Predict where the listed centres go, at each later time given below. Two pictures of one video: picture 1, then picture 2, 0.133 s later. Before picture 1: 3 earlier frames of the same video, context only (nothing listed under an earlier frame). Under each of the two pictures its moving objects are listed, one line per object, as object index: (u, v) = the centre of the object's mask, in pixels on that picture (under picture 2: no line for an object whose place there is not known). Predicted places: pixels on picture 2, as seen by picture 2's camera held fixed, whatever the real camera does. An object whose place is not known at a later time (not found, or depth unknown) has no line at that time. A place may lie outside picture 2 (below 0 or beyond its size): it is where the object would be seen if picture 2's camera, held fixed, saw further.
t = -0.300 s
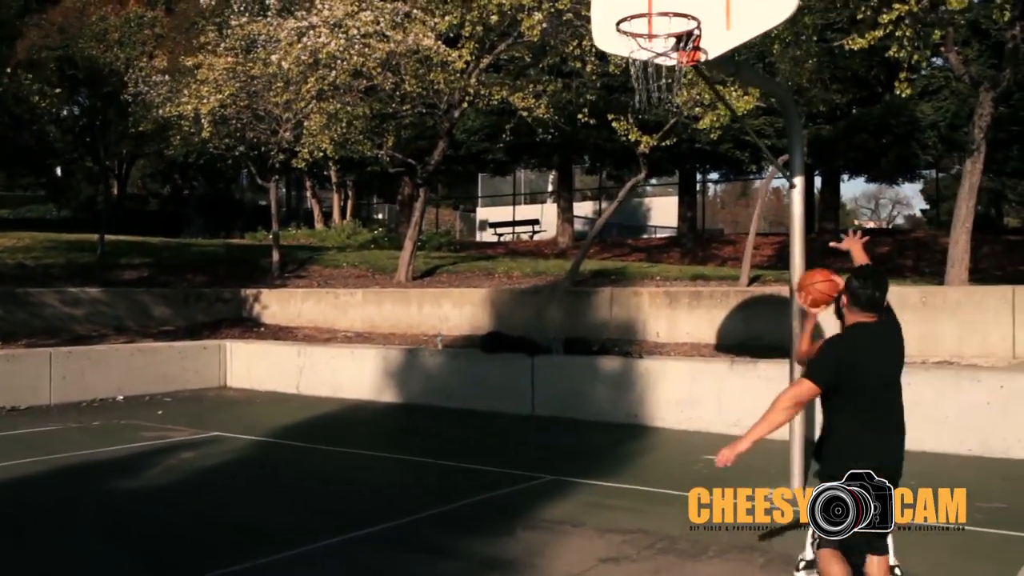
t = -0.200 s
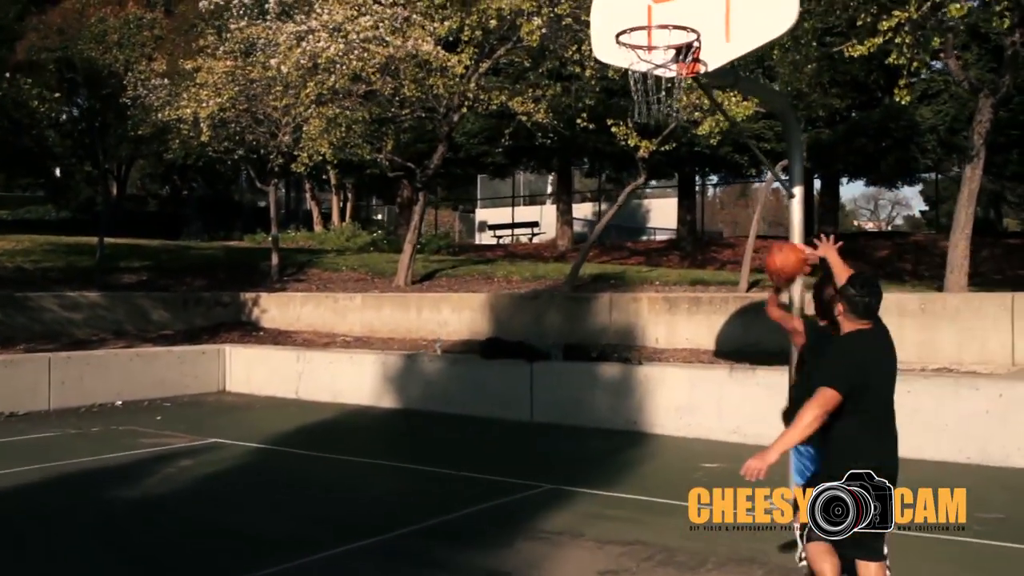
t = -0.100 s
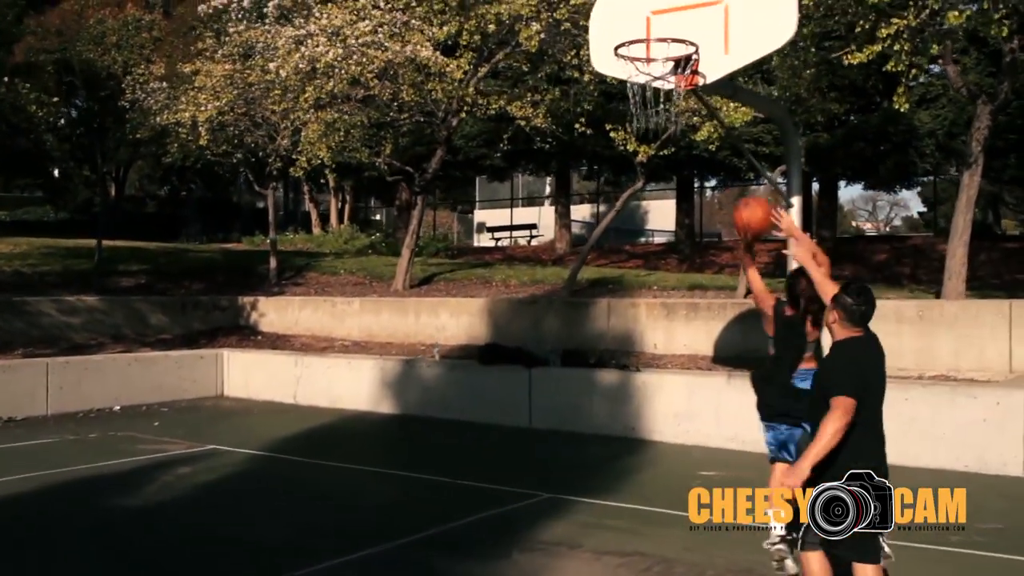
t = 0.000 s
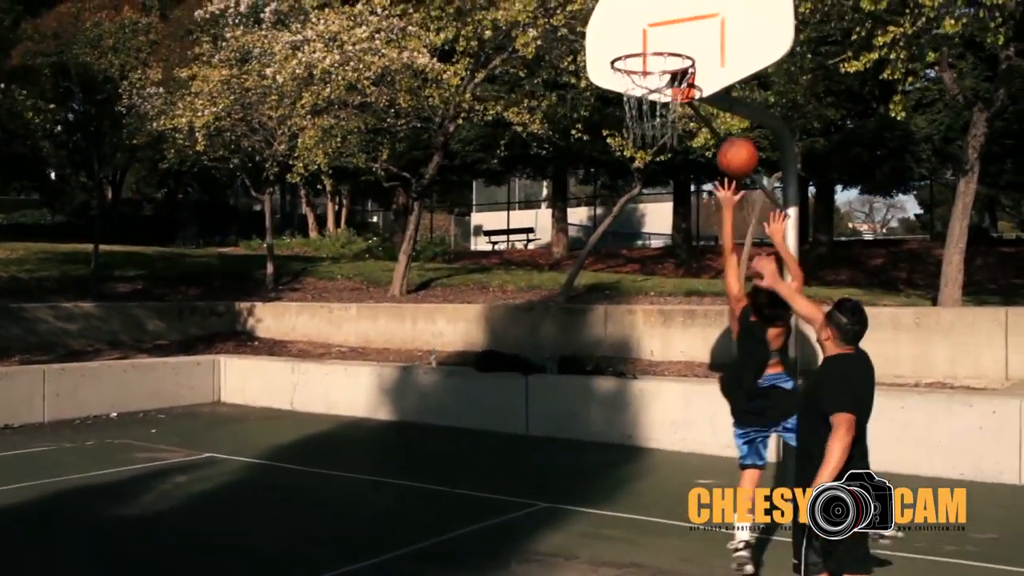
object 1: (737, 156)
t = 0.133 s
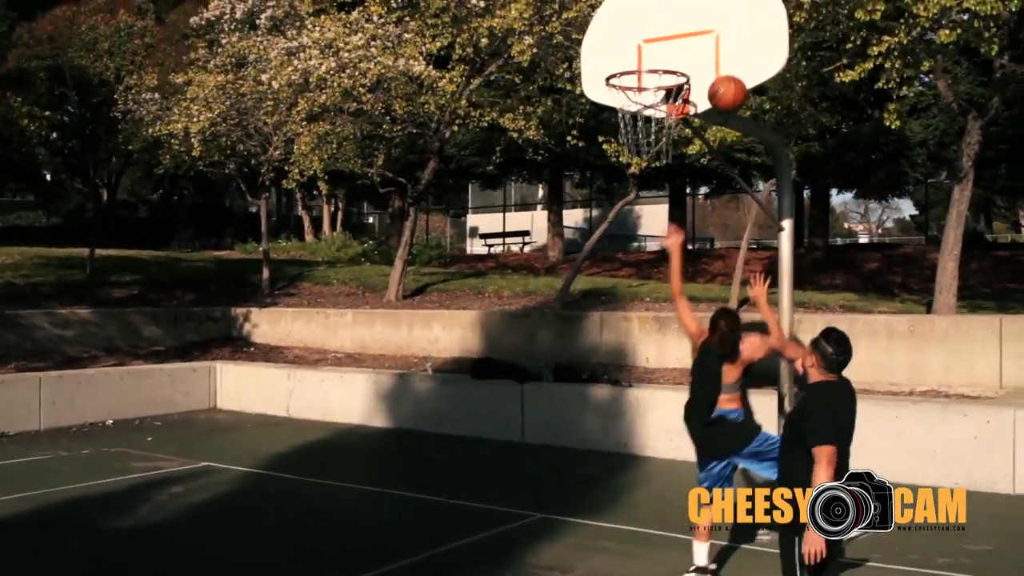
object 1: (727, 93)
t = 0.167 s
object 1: (726, 79)
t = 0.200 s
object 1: (725, 67)
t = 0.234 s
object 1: (724, 57)
